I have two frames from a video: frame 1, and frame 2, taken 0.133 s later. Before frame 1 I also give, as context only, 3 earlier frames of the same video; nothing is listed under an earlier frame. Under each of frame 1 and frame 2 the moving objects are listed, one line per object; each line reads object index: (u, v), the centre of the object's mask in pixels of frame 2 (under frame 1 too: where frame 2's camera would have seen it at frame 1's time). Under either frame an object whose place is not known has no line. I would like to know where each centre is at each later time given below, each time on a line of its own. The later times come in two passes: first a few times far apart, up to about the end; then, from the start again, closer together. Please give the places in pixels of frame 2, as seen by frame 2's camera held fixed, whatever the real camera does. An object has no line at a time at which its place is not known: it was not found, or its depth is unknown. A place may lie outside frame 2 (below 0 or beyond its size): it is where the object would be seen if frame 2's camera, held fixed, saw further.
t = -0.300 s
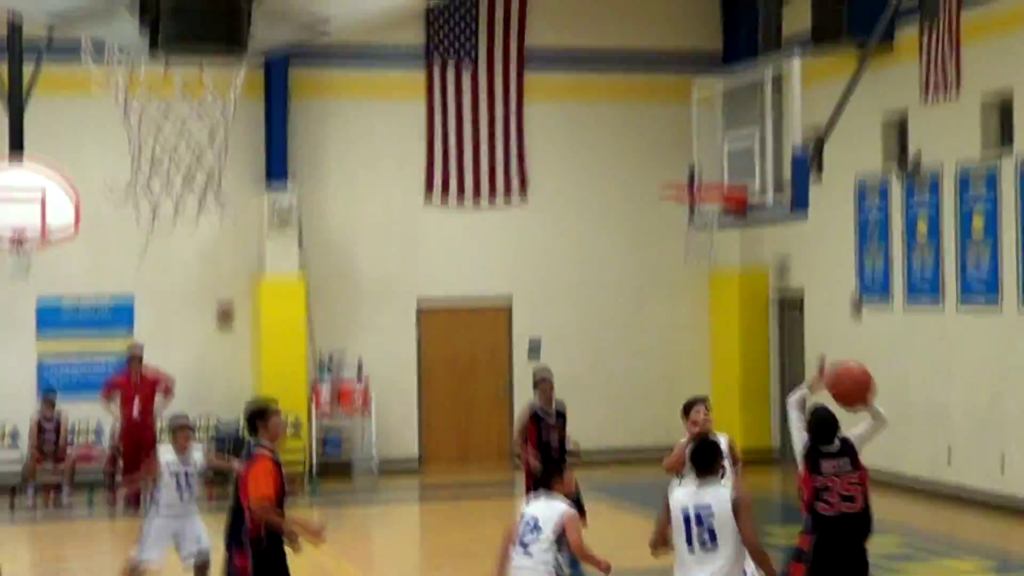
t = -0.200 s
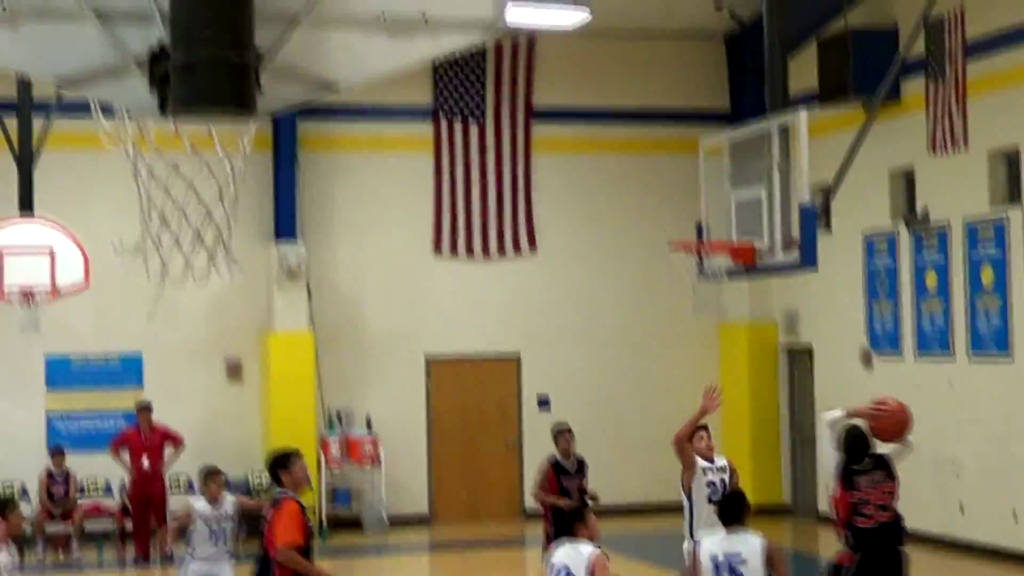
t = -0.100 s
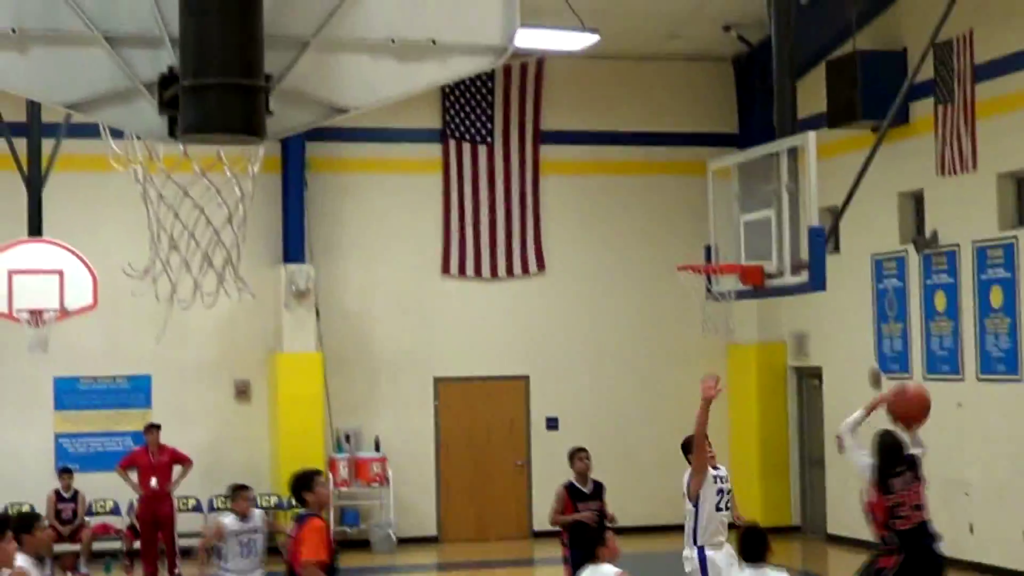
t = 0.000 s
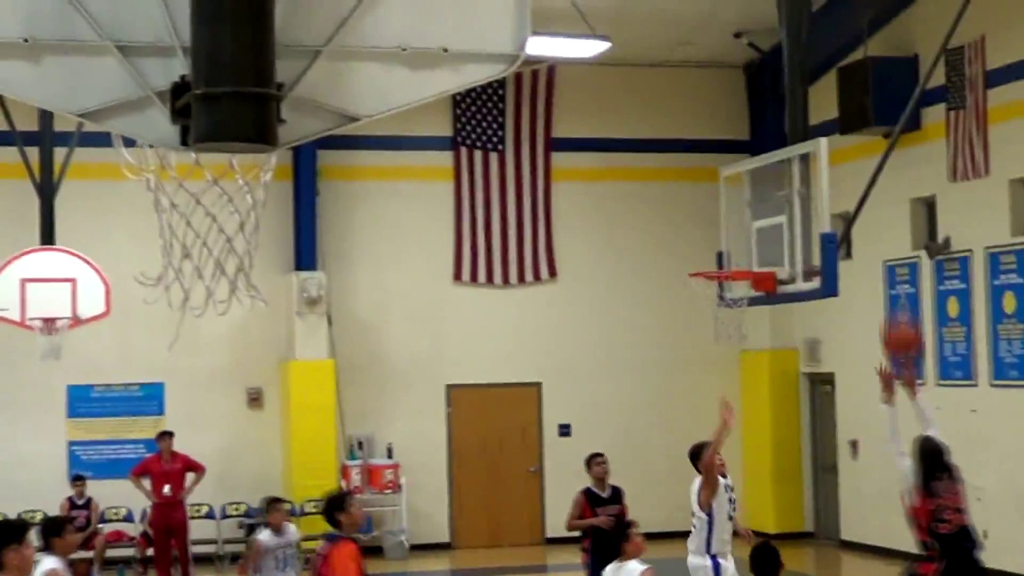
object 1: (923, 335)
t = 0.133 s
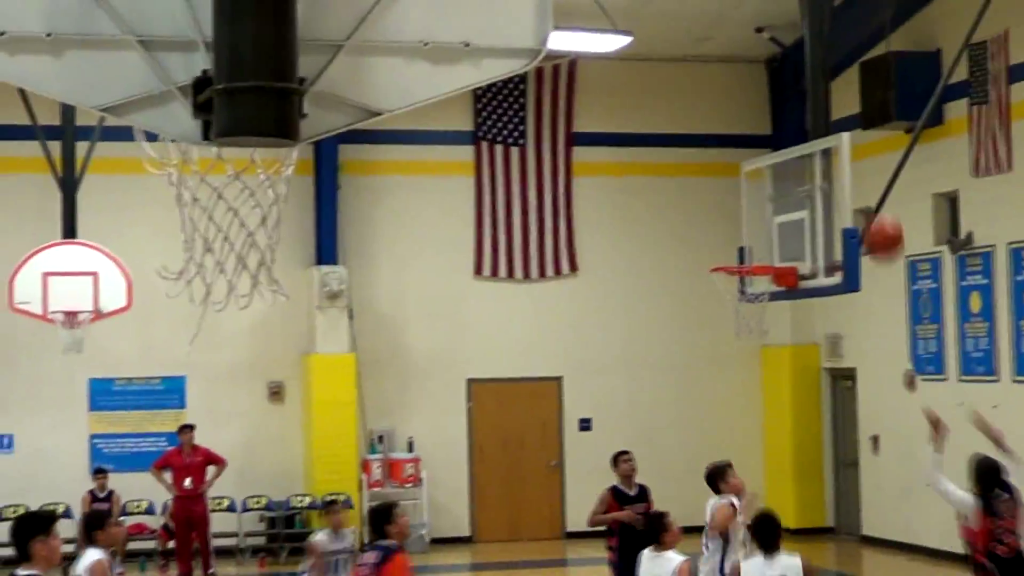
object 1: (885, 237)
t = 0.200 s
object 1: (865, 203)
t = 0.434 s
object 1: (812, 148)
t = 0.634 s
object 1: (775, 163)
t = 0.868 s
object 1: (741, 243)
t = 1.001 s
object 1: (721, 311)
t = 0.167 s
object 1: (873, 219)
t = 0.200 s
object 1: (865, 203)
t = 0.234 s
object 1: (856, 189)
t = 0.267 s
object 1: (849, 178)
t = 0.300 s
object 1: (840, 168)
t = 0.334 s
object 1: (833, 161)
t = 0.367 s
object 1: (826, 154)
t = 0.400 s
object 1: (819, 150)
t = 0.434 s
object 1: (812, 148)
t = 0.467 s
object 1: (805, 146)
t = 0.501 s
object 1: (798, 147)
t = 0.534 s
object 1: (792, 149)
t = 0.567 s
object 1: (786, 152)
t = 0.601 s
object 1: (781, 157)
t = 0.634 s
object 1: (775, 163)
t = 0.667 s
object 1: (770, 171)
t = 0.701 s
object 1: (765, 180)
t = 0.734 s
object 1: (759, 190)
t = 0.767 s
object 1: (755, 202)
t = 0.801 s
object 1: (750, 213)
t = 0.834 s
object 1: (745, 228)
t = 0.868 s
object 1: (741, 243)
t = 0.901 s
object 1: (738, 253)
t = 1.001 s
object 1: (721, 311)
